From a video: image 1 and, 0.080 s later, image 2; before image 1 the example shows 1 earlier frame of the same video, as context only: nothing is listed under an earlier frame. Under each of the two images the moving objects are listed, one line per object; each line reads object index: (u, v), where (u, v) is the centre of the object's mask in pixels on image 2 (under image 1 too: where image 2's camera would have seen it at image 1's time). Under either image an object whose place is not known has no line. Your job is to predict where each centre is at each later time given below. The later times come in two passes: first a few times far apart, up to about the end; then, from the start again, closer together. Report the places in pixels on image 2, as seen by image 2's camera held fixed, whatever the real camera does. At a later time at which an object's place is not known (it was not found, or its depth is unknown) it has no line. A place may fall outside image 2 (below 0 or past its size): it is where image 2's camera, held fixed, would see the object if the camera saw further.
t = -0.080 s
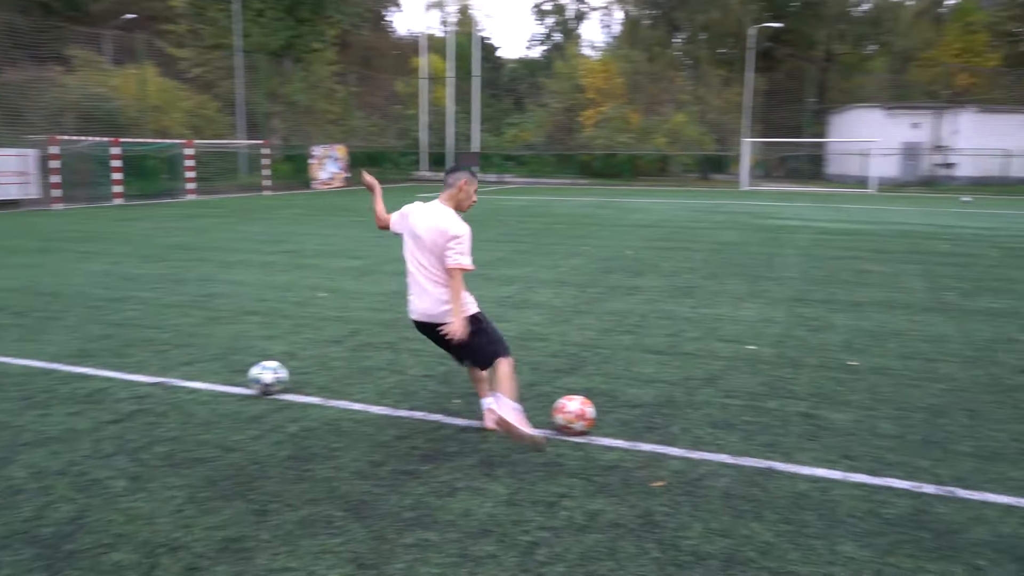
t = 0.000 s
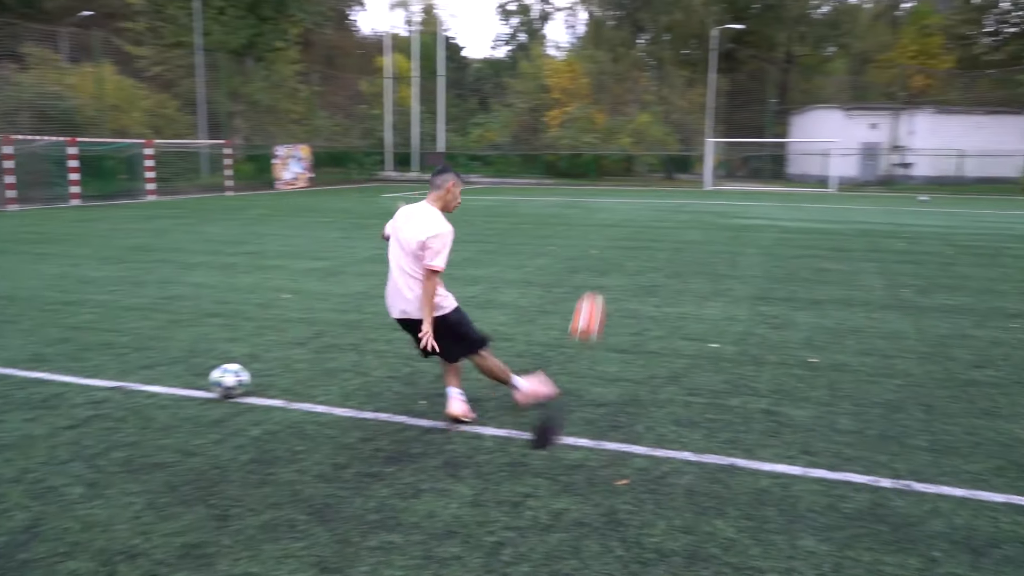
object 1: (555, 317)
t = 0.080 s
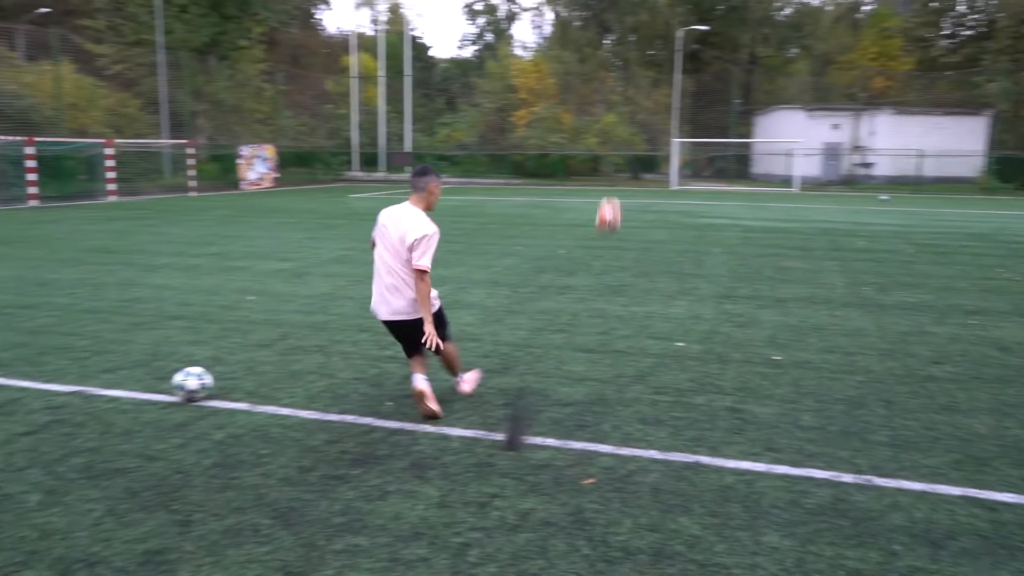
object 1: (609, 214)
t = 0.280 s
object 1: (673, 93)
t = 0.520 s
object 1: (710, 42)
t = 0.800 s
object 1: (736, 27)
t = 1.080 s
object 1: (754, 36)
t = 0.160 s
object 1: (641, 150)
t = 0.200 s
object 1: (654, 126)
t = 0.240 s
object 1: (664, 108)
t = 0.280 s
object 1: (673, 93)
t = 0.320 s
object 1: (681, 80)
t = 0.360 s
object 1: (688, 69)
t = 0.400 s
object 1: (694, 60)
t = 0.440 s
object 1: (700, 52)
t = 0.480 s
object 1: (705, 46)
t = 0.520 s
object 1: (710, 42)
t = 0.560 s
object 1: (714, 37)
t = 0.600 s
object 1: (718, 34)
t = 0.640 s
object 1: (722, 32)
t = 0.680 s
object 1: (726, 30)
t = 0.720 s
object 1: (730, 28)
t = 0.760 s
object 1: (733, 28)
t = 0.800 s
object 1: (736, 27)
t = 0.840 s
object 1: (738, 28)
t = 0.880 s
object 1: (741, 28)
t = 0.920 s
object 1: (744, 29)
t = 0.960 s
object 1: (746, 30)
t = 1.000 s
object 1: (749, 32)
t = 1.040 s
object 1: (751, 34)
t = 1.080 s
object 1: (754, 36)
